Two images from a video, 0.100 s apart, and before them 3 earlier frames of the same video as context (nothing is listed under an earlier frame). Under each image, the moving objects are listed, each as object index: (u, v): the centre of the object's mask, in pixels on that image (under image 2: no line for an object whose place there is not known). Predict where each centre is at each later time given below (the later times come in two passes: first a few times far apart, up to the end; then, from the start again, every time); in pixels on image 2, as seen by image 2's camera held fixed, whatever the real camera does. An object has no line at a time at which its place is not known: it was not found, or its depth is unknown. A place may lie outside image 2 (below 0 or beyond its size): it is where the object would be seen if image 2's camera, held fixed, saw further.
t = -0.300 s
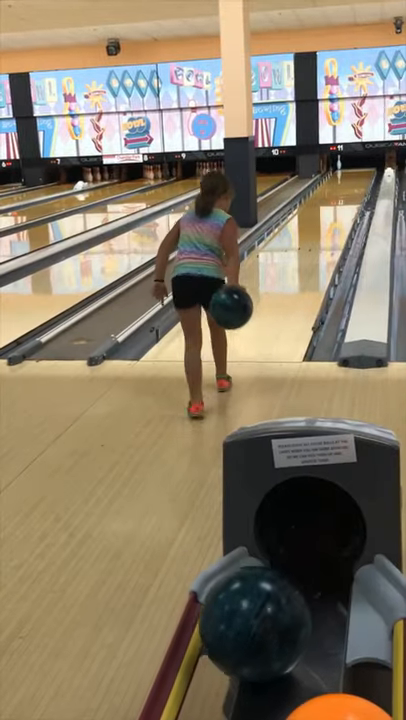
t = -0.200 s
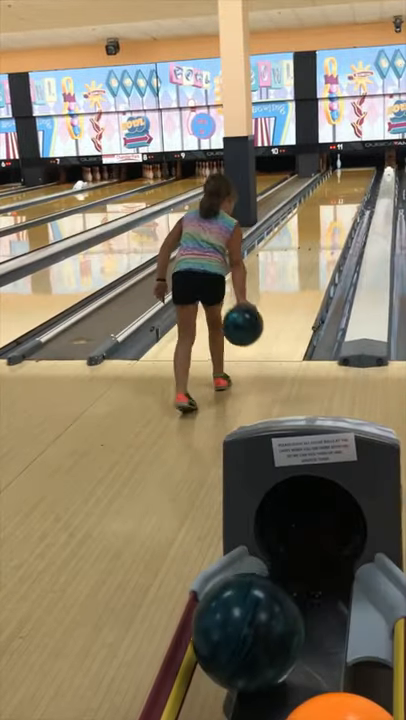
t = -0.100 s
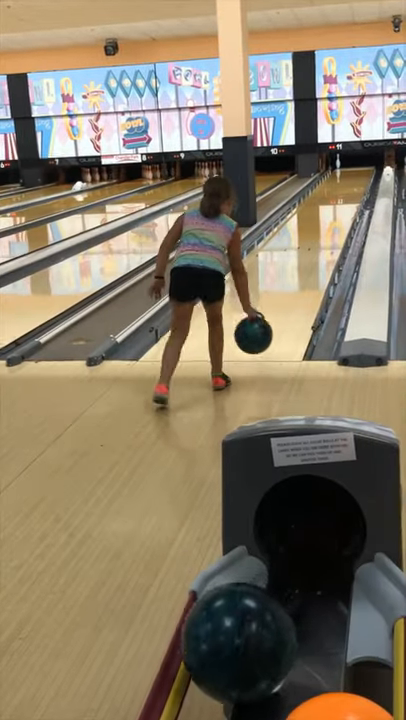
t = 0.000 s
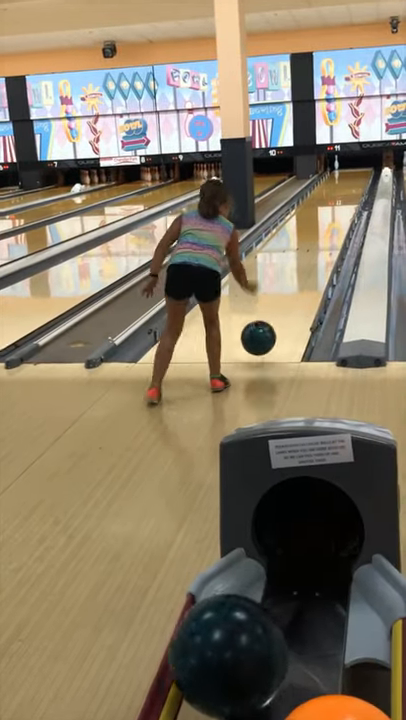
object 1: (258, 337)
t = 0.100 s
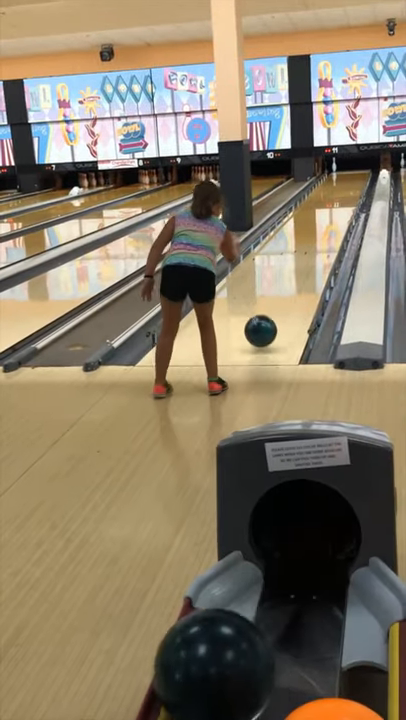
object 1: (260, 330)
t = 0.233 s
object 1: (263, 318)
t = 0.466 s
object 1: (266, 295)
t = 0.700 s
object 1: (269, 275)
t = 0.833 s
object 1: (270, 259)
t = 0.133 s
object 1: (261, 326)
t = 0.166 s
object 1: (262, 323)
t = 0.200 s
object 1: (263, 321)
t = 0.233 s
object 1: (263, 318)
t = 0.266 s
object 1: (264, 314)
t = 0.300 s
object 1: (265, 311)
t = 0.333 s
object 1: (265, 307)
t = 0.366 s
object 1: (265, 304)
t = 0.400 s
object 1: (266, 301)
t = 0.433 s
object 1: (266, 298)
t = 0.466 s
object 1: (266, 295)
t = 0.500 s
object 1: (267, 292)
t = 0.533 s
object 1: (267, 289)
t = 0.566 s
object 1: (268, 286)
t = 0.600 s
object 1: (268, 284)
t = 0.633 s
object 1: (269, 281)
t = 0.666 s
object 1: (270, 278)
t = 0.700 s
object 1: (269, 275)
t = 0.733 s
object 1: (269, 272)
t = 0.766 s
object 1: (269, 268)
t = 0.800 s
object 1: (269, 263)
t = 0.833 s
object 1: (270, 259)
